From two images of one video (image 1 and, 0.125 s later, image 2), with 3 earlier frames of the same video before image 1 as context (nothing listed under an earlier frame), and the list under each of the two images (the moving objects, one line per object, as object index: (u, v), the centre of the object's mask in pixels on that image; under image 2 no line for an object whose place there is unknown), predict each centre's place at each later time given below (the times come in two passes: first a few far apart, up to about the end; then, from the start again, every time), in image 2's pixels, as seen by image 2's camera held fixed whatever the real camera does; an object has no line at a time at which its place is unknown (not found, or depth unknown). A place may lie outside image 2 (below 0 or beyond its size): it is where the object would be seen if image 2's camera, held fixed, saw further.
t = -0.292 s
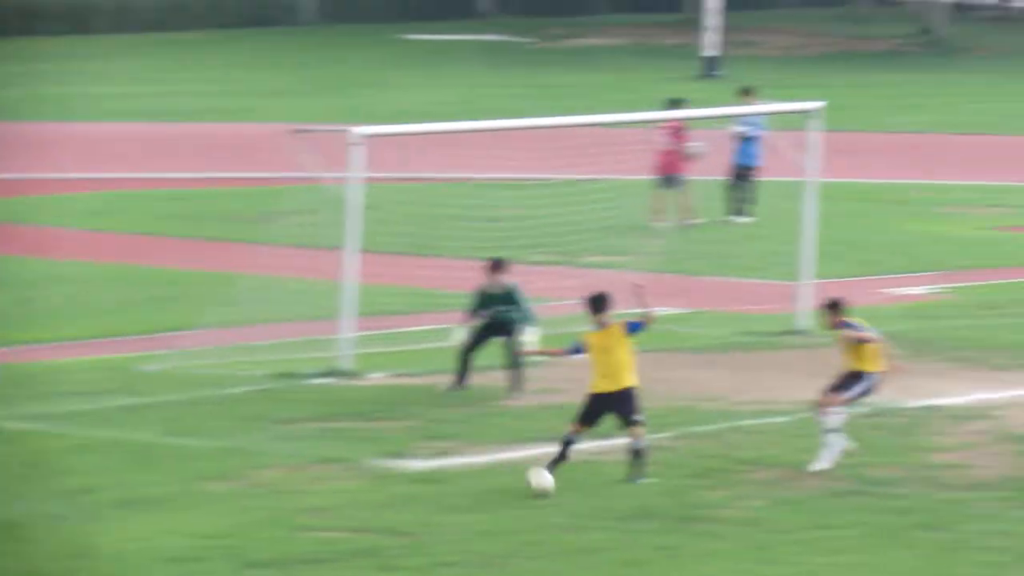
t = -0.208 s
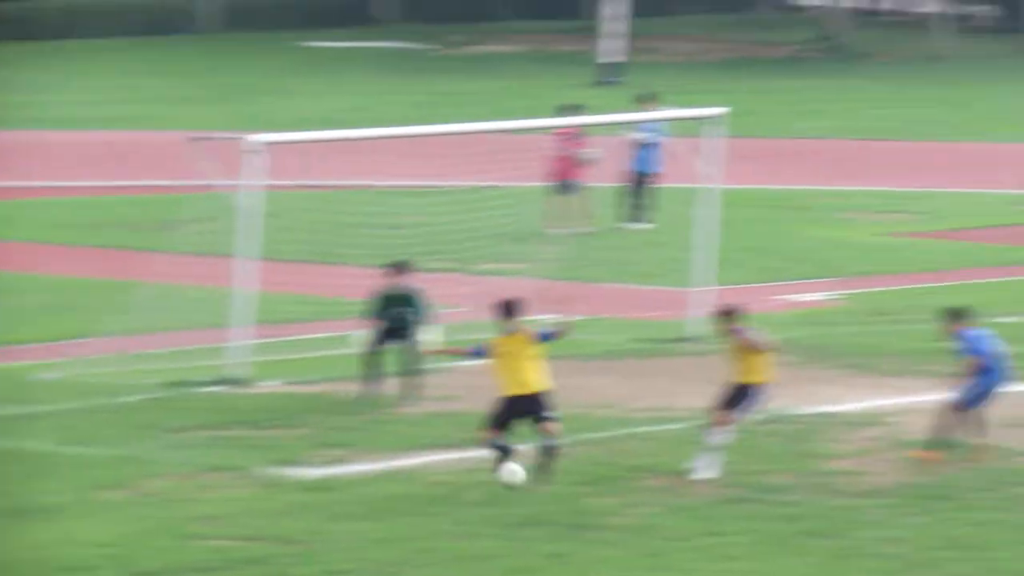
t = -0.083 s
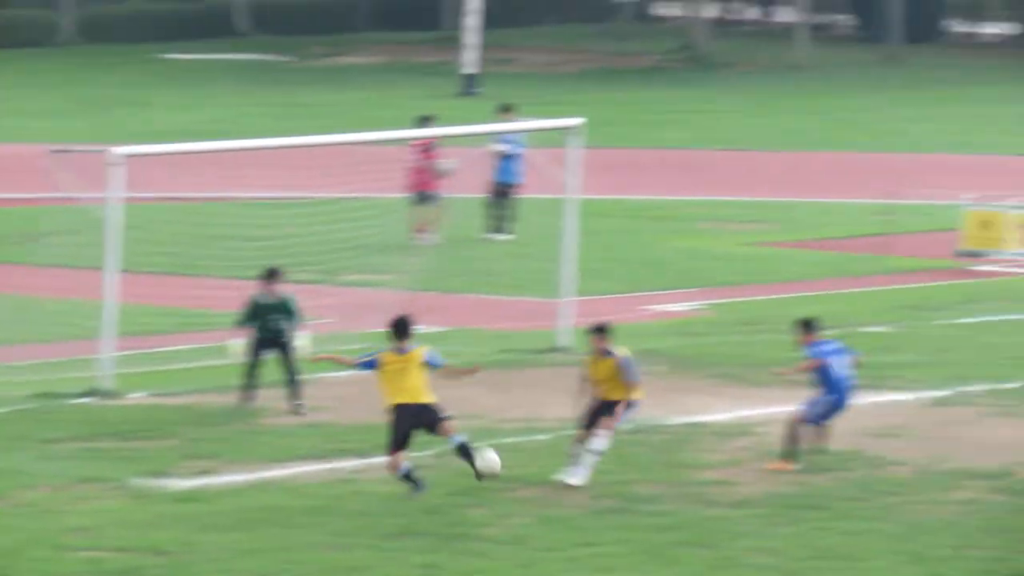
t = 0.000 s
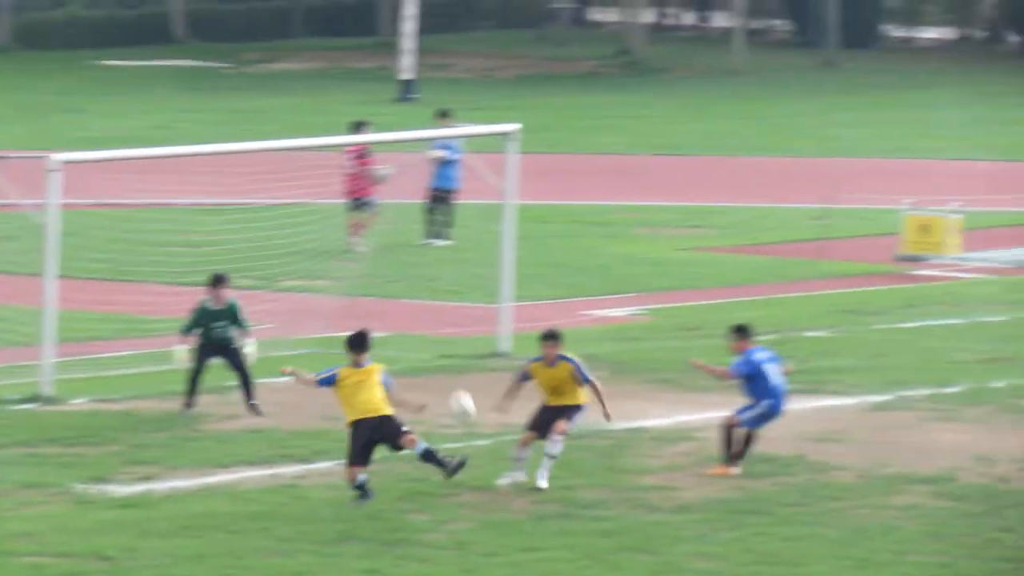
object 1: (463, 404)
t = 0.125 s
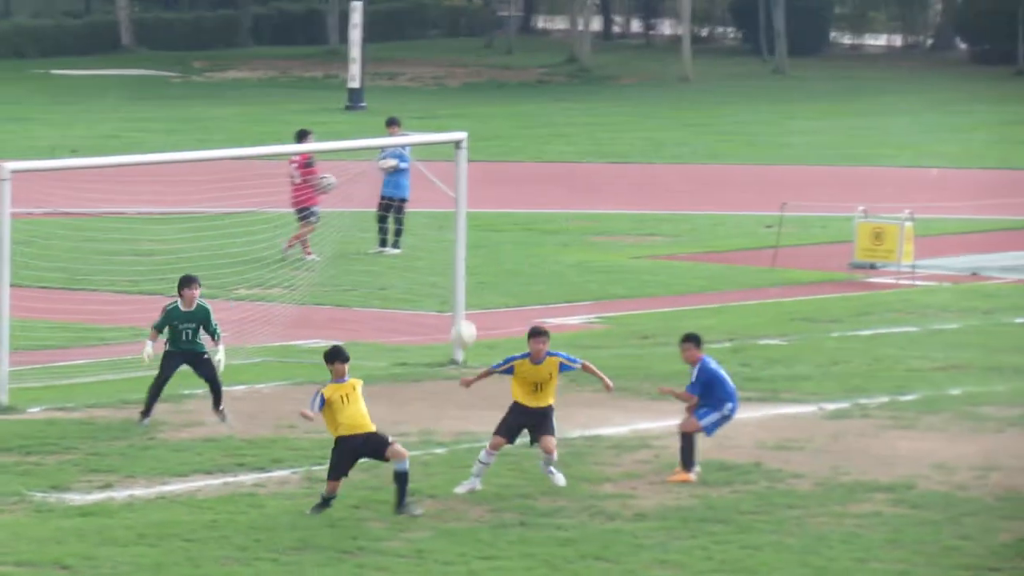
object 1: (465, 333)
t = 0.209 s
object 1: (493, 289)
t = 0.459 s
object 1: (584, 201)
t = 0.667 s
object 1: (657, 182)
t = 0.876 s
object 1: (726, 210)
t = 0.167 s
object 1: (478, 311)
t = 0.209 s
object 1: (493, 289)
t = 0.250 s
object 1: (508, 269)
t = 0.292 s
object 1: (524, 252)
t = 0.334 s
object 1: (539, 237)
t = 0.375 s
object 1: (554, 223)
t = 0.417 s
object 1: (569, 211)
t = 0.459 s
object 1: (584, 201)
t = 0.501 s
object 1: (599, 194)
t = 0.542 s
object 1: (615, 187)
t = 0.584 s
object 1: (629, 184)
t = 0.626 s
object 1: (643, 182)
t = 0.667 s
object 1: (657, 182)
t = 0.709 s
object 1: (671, 184)
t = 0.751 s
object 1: (685, 187)
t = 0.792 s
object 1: (699, 193)
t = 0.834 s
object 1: (712, 201)
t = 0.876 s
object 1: (726, 210)
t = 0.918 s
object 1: (739, 222)
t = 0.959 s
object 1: (753, 236)
